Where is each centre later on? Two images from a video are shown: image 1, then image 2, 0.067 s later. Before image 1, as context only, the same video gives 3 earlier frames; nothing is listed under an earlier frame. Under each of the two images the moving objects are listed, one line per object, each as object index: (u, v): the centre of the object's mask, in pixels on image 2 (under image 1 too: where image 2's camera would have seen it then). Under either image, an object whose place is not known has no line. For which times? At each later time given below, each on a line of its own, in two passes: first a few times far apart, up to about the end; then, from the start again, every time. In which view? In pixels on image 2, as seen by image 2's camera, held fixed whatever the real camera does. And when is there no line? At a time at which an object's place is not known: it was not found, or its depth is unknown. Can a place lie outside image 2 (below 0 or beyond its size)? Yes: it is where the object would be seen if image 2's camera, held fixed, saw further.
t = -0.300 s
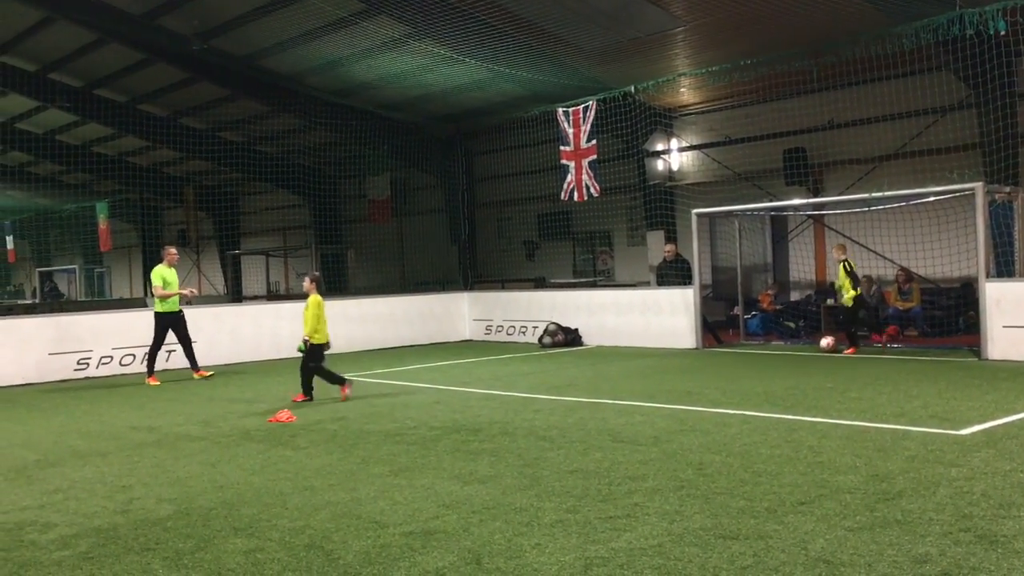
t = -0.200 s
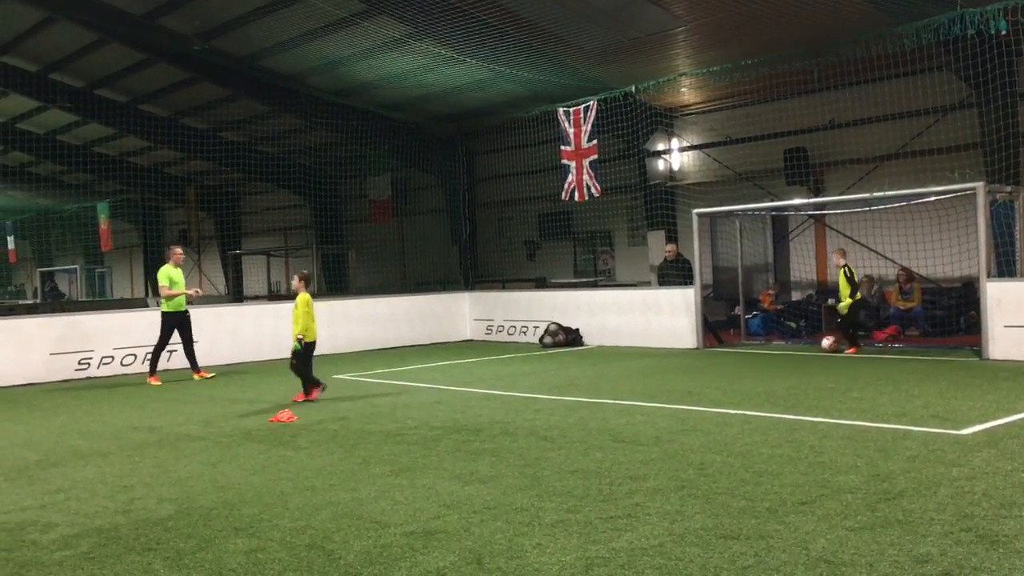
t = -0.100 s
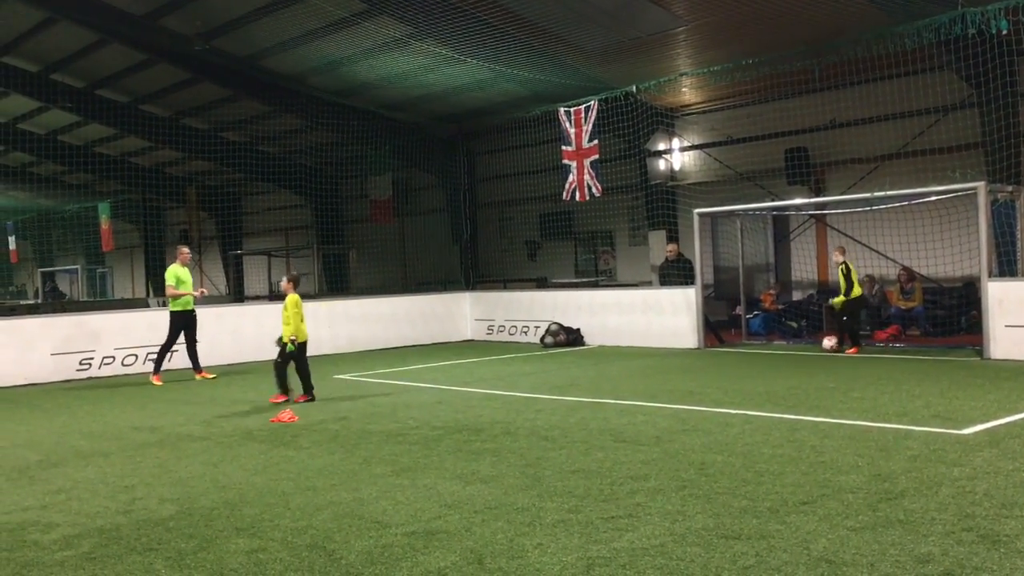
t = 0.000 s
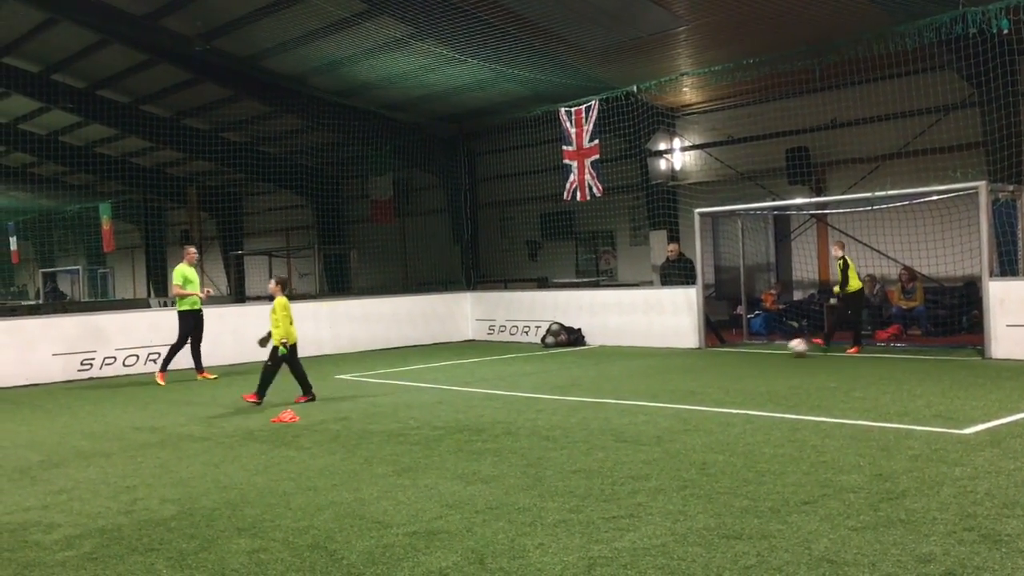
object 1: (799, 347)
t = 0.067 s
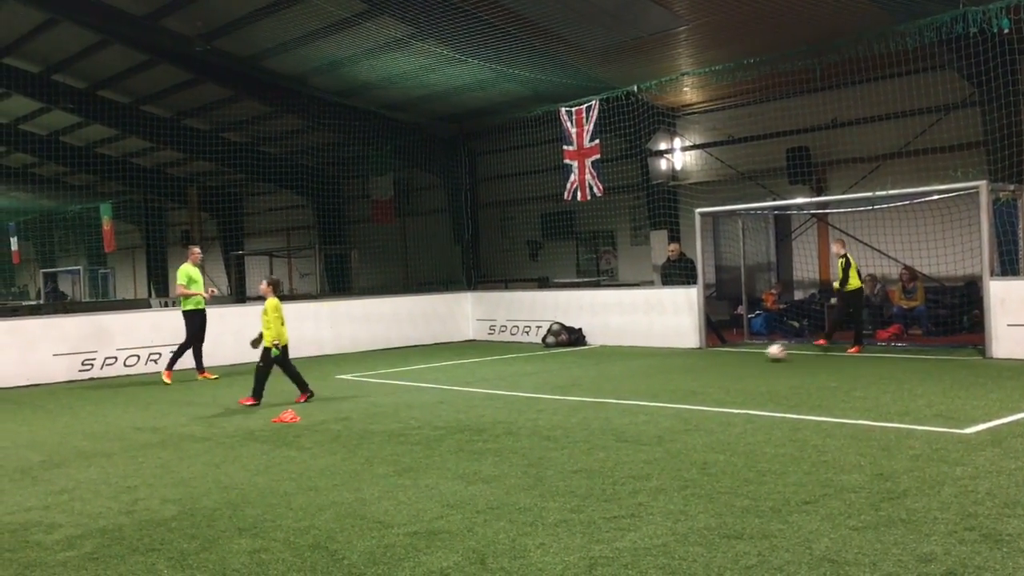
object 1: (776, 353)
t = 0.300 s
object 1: (702, 363)
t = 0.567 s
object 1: (632, 374)
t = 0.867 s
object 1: (556, 386)
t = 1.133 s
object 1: (480, 397)
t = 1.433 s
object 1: (387, 412)
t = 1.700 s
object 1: (298, 426)
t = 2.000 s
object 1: (183, 445)
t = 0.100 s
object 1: (764, 354)
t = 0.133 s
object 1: (754, 355)
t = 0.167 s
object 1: (743, 357)
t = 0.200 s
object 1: (733, 359)
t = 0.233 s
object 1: (723, 360)
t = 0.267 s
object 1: (713, 361)
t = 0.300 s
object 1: (702, 363)
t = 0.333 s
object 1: (693, 364)
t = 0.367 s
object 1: (683, 365)
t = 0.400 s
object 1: (675, 367)
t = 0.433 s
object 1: (667, 368)
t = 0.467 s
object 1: (657, 369)
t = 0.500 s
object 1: (649, 371)
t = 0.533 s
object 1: (641, 372)
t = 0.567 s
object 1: (632, 374)
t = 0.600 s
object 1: (625, 375)
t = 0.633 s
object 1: (616, 377)
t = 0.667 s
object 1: (608, 378)
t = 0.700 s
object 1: (599, 379)
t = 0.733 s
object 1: (590, 380)
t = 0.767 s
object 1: (582, 382)
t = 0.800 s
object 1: (572, 383)
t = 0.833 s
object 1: (564, 384)
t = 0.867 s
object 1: (556, 386)
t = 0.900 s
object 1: (546, 386)
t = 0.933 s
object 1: (537, 388)
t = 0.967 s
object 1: (528, 390)
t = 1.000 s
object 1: (519, 391)
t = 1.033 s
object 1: (509, 392)
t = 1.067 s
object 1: (499, 395)
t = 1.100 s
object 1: (490, 396)
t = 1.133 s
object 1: (480, 397)
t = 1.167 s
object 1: (470, 400)
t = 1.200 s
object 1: (459, 401)
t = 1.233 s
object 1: (450, 402)
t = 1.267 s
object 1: (440, 404)
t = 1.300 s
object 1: (430, 406)
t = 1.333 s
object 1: (419, 408)
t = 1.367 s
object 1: (409, 409)
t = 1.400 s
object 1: (398, 411)
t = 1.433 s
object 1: (387, 412)
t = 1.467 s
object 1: (377, 414)
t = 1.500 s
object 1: (367, 416)
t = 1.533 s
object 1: (355, 418)
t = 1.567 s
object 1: (344, 419)
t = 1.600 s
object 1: (332, 421)
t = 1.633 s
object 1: (321, 423)
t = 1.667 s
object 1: (310, 424)
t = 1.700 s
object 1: (298, 426)
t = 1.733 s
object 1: (286, 427)
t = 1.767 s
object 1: (273, 430)
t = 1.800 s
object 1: (261, 432)
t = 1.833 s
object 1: (248, 434)
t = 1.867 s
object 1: (235, 436)
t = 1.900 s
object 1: (223, 438)
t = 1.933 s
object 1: (210, 440)
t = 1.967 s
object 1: (197, 443)
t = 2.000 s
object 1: (183, 445)
